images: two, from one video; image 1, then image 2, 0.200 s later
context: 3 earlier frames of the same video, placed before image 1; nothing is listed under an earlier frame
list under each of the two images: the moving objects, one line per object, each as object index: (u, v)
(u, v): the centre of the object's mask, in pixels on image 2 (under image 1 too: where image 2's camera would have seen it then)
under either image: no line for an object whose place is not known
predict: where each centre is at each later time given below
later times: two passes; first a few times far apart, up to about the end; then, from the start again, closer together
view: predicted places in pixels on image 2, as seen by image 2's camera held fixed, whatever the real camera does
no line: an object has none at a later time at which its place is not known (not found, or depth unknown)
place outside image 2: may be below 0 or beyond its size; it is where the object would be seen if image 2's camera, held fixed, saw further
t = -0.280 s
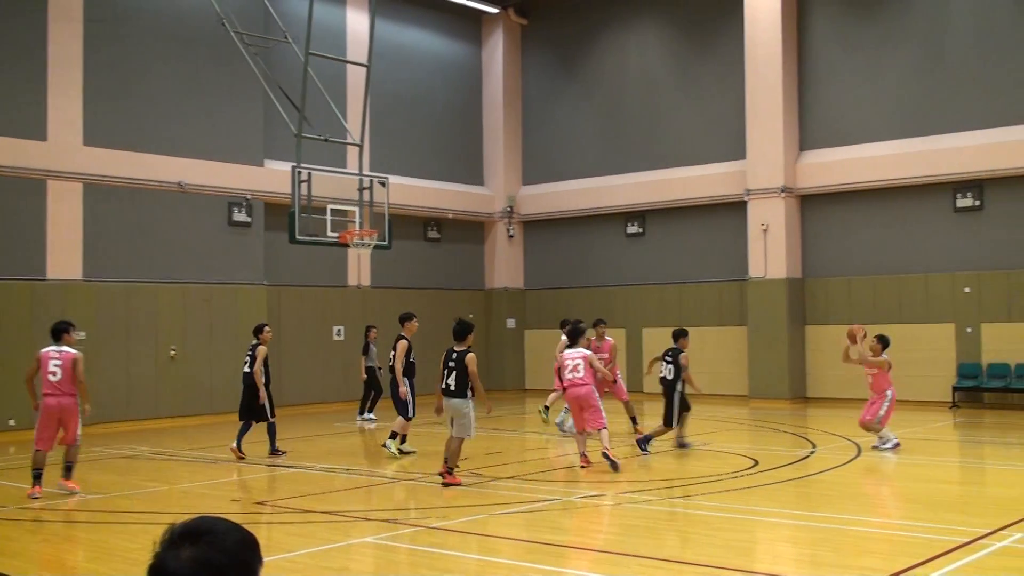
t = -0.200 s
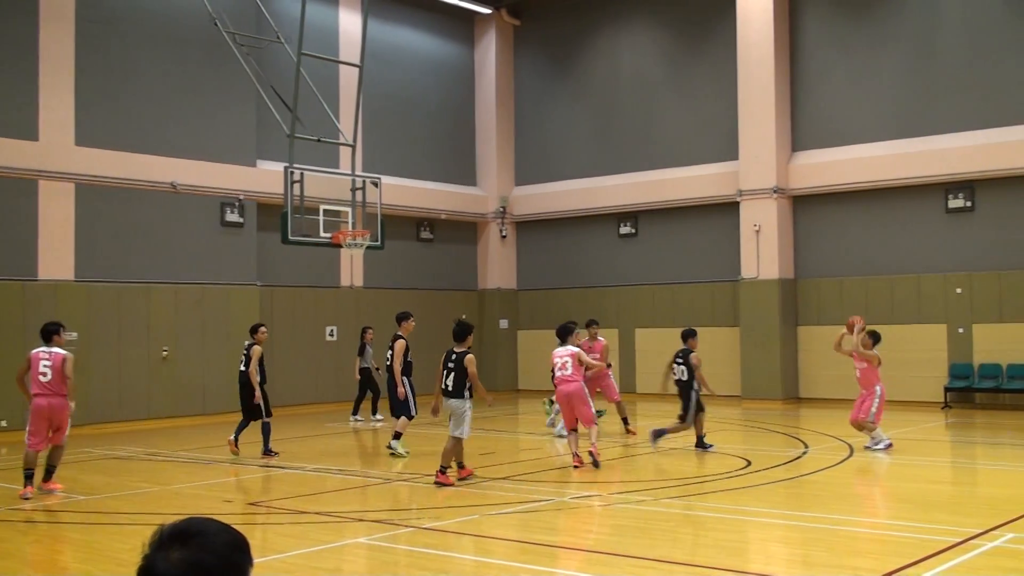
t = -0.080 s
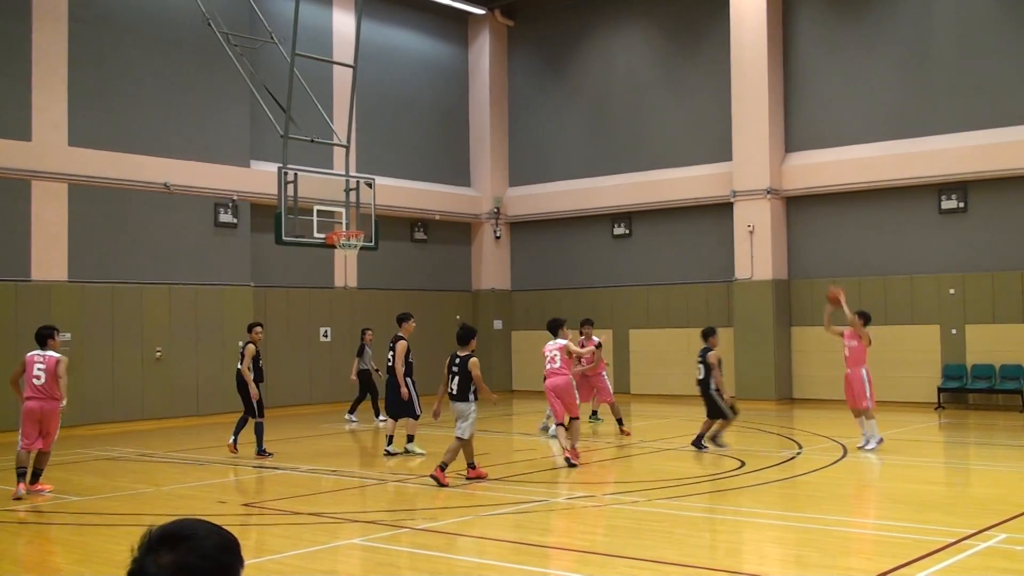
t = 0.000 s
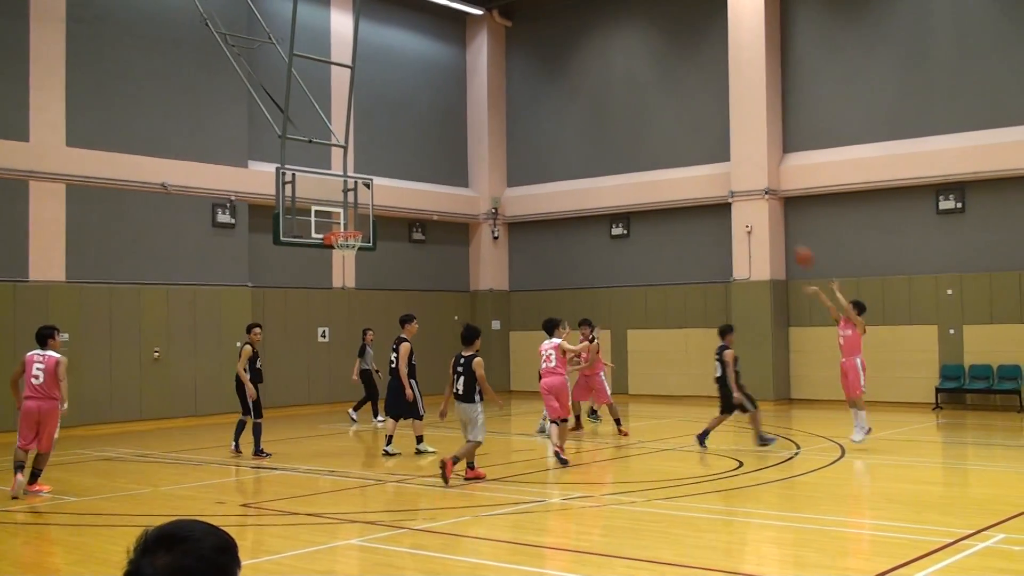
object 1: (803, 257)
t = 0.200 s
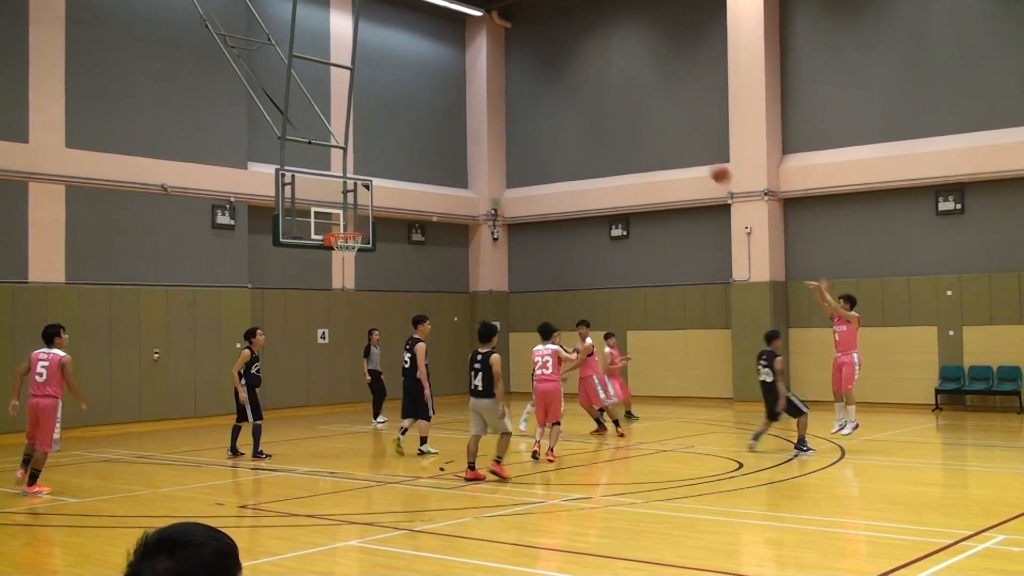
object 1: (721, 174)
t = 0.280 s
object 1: (689, 148)
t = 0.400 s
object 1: (643, 119)
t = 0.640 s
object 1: (556, 94)
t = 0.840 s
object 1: (487, 105)
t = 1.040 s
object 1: (422, 140)
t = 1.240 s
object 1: (359, 203)
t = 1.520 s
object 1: (363, 219)
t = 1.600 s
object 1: (381, 219)
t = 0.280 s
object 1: (689, 148)
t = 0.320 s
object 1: (673, 137)
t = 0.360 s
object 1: (658, 128)
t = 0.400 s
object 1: (643, 119)
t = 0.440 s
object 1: (627, 112)
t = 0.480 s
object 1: (613, 106)
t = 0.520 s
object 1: (598, 101)
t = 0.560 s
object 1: (584, 97)
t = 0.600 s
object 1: (570, 95)
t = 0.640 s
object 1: (556, 94)
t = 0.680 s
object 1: (542, 94)
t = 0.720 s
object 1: (528, 95)
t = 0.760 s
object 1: (514, 97)
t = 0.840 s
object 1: (487, 105)
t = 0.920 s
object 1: (461, 115)
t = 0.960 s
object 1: (448, 122)
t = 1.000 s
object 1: (434, 130)
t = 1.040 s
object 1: (422, 140)
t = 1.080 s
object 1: (409, 150)
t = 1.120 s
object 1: (396, 161)
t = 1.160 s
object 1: (384, 173)
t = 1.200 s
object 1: (371, 189)
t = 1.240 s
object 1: (359, 203)
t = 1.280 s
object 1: (345, 220)
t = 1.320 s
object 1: (339, 227)
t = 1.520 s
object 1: (363, 219)
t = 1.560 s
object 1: (373, 219)
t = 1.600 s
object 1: (381, 219)
